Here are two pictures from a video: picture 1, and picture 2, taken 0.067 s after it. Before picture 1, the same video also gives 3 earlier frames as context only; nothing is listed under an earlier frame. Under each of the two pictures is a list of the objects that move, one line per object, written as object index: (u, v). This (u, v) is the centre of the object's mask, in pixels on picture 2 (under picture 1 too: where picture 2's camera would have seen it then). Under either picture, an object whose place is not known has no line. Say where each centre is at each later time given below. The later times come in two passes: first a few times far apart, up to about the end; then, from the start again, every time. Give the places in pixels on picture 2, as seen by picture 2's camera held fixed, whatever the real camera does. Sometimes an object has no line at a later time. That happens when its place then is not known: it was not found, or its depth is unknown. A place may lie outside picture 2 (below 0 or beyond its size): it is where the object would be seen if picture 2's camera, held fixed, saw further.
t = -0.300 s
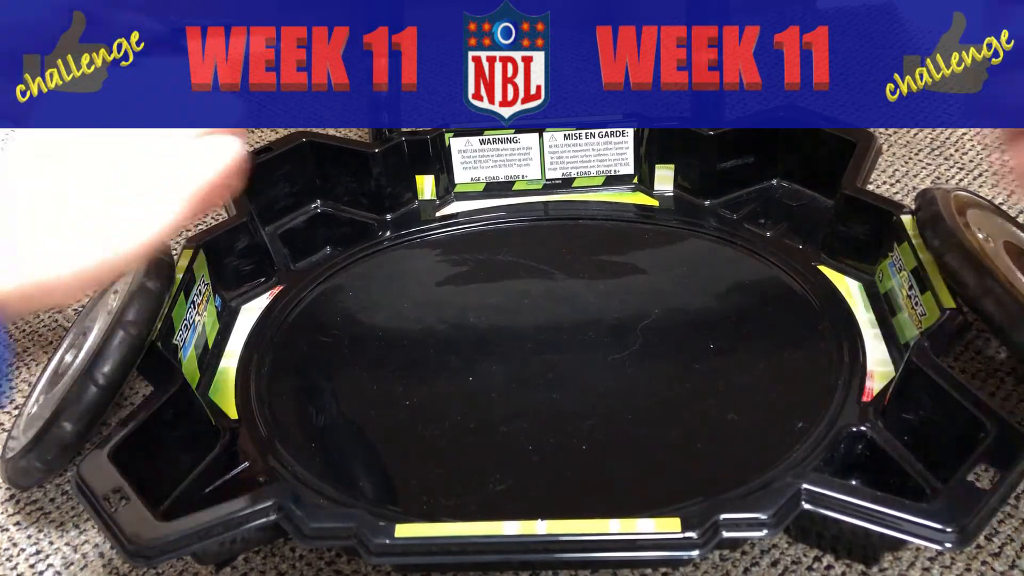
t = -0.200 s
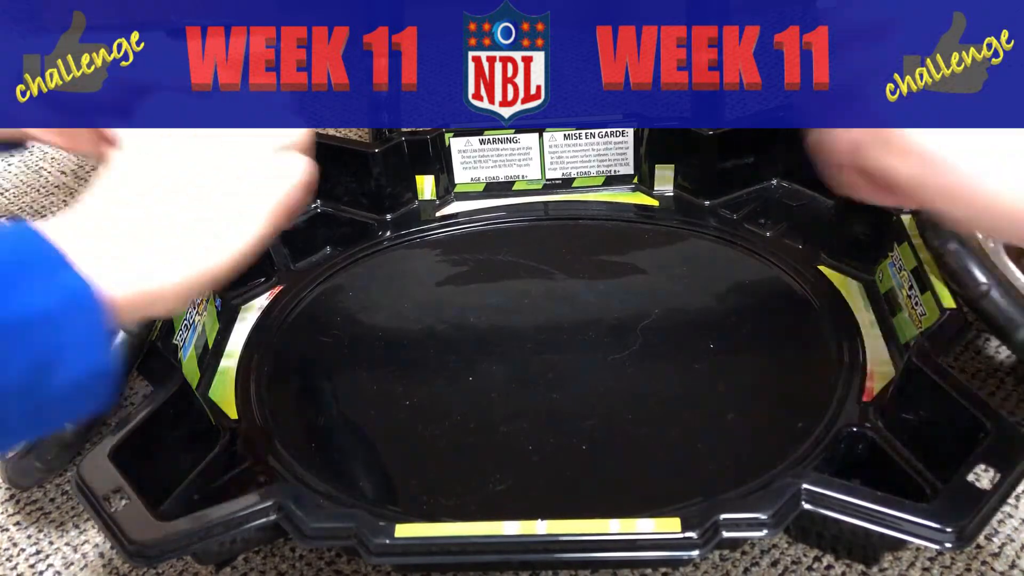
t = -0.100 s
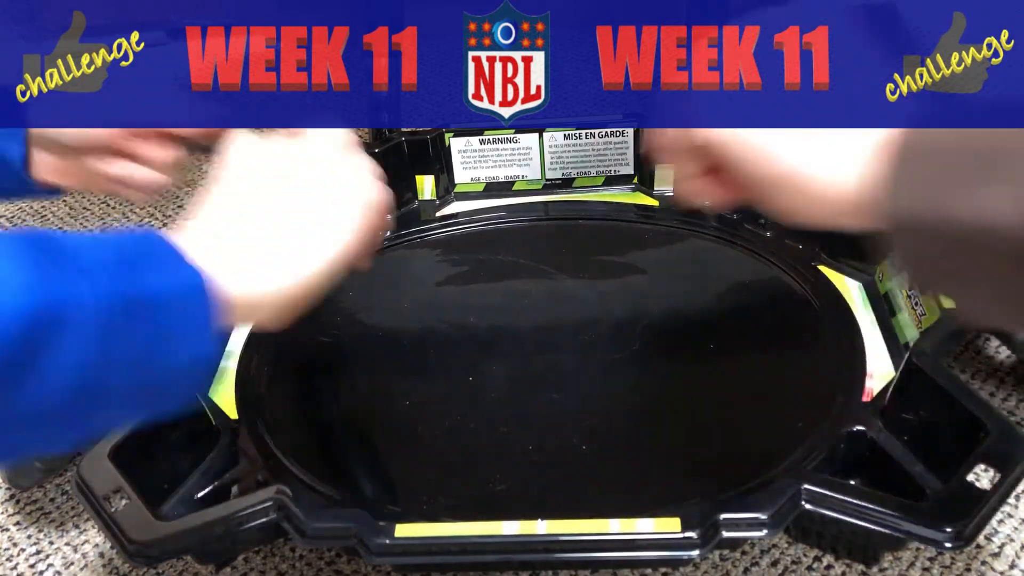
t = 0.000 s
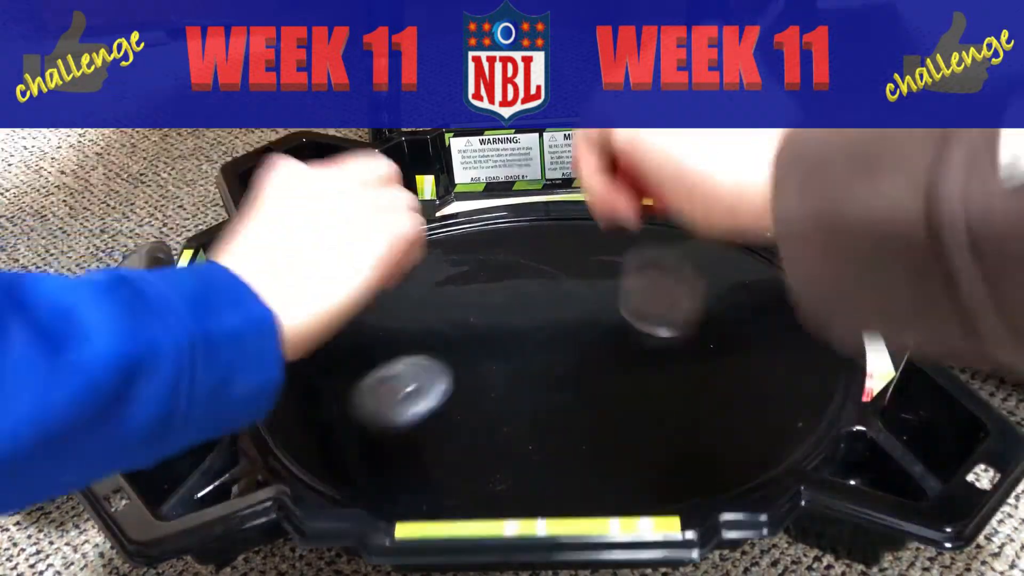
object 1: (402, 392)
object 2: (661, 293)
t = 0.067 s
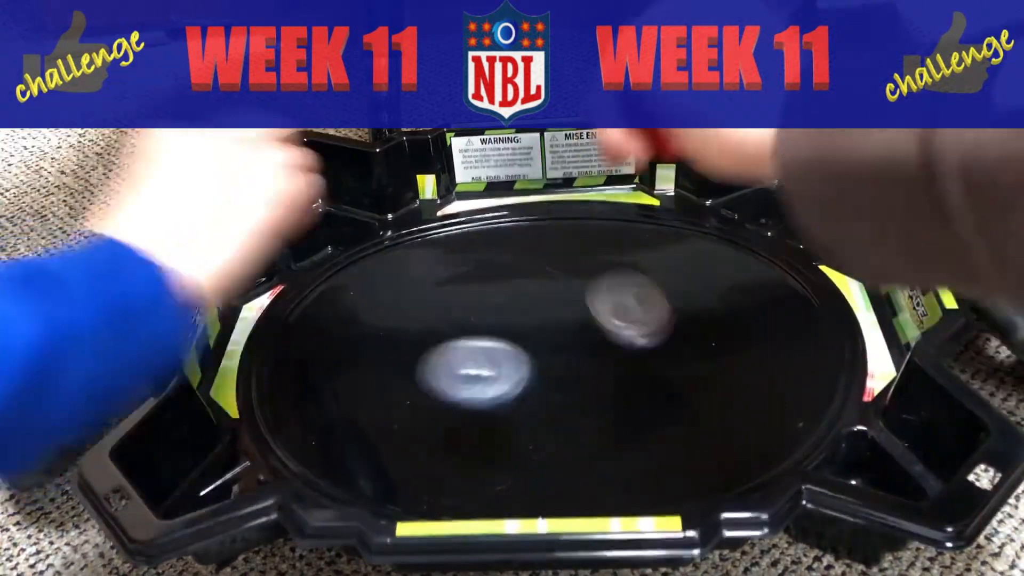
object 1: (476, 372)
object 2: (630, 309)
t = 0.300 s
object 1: (719, 340)
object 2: (531, 247)
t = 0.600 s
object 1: (486, 318)
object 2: (427, 227)
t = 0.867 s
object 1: (745, 389)
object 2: (428, 335)
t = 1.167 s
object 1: (616, 248)
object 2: (629, 361)
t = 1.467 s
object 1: (473, 439)
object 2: (731, 292)
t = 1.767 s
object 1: (768, 364)
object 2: (622, 294)
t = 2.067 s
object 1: (482, 284)
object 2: (547, 405)
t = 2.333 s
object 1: (357, 439)
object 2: (621, 437)
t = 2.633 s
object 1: (664, 384)
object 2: (597, 351)
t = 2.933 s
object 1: (480, 242)
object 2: (460, 324)
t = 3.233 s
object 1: (271, 351)
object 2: (400, 354)
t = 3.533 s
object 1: (549, 423)
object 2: (586, 340)
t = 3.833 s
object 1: (603, 294)
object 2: (630, 219)
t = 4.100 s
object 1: (485, 373)
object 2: (546, 262)
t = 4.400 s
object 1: (667, 348)
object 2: (577, 357)
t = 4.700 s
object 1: (504, 285)
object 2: (668, 391)
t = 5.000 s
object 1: (506, 411)
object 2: (700, 368)
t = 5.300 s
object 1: (628, 383)
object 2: (597, 308)
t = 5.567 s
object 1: (515, 353)
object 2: (494, 300)
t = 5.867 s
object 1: (472, 413)
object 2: (407, 327)
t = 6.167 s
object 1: (549, 324)
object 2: (493, 377)
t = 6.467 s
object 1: (408, 298)
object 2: (619, 334)
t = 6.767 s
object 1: (507, 377)
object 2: (618, 277)
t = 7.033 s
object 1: (638, 303)
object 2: (544, 321)
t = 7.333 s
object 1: (532, 271)
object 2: (570, 394)
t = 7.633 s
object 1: (549, 385)
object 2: (638, 382)
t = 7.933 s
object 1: (606, 382)
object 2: (665, 315)
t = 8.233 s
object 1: (472, 373)
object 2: (590, 269)
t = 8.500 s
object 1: (396, 410)
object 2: (506, 296)
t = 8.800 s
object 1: (457, 399)
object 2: (519, 334)
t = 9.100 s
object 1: (496, 338)
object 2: (584, 312)
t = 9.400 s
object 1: (446, 303)
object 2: (586, 323)
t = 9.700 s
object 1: (522, 334)
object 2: (606, 359)
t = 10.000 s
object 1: (569, 291)
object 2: (651, 358)
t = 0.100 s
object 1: (520, 383)
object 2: (610, 286)
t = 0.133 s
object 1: (566, 409)
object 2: (593, 280)
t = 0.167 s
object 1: (608, 415)
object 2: (576, 282)
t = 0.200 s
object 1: (646, 399)
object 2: (563, 269)
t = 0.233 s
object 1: (680, 389)
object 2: (550, 262)
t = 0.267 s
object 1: (704, 363)
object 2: (540, 254)
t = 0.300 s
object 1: (719, 340)
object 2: (531, 247)
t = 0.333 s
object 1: (719, 313)
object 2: (524, 240)
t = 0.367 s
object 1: (705, 288)
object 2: (518, 234)
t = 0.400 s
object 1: (678, 267)
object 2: (511, 230)
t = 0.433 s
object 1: (641, 254)
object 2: (505, 226)
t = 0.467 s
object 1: (599, 249)
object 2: (498, 223)
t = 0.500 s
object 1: (556, 250)
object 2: (489, 221)
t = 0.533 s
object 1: (525, 267)
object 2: (467, 213)
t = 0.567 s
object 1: (500, 291)
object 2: (445, 214)
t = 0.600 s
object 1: (486, 318)
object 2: (427, 227)
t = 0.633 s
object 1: (484, 347)
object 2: (412, 236)
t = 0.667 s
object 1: (496, 373)
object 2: (400, 247)
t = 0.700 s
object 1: (522, 395)
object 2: (394, 258)
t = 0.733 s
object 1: (559, 410)
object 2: (392, 272)
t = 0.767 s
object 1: (606, 419)
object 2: (394, 287)
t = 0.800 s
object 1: (656, 417)
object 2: (401, 304)
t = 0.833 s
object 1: (704, 407)
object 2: (412, 320)
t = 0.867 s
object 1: (745, 389)
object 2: (428, 335)
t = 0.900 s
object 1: (777, 366)
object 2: (447, 348)
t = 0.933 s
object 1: (795, 339)
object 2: (468, 358)
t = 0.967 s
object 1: (800, 311)
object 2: (491, 365)
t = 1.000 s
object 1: (790, 286)
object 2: (515, 369)
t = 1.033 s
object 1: (768, 265)
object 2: (539, 371)
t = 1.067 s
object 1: (736, 250)
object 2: (562, 371)
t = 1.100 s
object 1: (698, 244)
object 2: (586, 369)
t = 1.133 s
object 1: (658, 243)
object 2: (608, 366)
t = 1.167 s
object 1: (616, 248)
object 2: (629, 361)
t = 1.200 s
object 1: (575, 257)
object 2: (648, 355)
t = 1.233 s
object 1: (538, 271)
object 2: (665, 348)
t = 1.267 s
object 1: (504, 289)
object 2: (679, 340)
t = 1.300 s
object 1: (474, 311)
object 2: (691, 333)
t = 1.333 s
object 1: (453, 336)
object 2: (703, 325)
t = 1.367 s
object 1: (439, 363)
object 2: (712, 317)
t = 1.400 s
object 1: (439, 390)
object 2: (720, 310)
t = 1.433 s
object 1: (450, 416)
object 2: (727, 301)
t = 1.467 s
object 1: (473, 439)
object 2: (731, 292)
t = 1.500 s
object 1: (508, 455)
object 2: (731, 283)
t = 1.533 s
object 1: (550, 465)
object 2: (726, 276)
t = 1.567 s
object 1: (597, 469)
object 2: (718, 271)
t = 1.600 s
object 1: (644, 465)
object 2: (707, 269)
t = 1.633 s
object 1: (689, 455)
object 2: (693, 270)
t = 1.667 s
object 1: (727, 437)
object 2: (678, 272)
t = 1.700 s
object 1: (754, 415)
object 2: (660, 277)
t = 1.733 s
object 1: (768, 390)
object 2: (641, 284)
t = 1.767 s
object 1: (768, 364)
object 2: (622, 294)
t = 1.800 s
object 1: (757, 338)
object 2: (604, 306)
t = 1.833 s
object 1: (735, 316)
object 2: (588, 319)
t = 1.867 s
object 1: (707, 298)
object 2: (575, 332)
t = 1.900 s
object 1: (672, 285)
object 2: (565, 344)
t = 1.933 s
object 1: (635, 278)
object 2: (556, 357)
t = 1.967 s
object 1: (597, 274)
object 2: (550, 371)
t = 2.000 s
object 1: (559, 274)
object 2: (546, 384)
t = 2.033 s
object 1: (520, 278)
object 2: (545, 396)
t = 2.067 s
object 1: (482, 284)
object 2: (547, 405)
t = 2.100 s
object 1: (446, 293)
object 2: (550, 413)
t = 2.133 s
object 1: (413, 307)
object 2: (556, 420)
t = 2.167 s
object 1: (384, 324)
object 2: (562, 426)
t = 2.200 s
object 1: (360, 344)
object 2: (571, 430)
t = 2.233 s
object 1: (344, 367)
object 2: (582, 434)
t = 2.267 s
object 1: (338, 392)
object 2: (594, 437)
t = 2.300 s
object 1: (342, 417)
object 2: (606, 438)
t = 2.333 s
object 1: (357, 439)
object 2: (621, 437)
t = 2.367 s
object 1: (383, 456)
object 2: (635, 434)
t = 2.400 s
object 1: (419, 469)
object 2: (647, 426)
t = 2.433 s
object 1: (461, 474)
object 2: (654, 416)
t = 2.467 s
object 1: (507, 472)
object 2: (655, 406)
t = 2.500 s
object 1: (552, 464)
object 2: (652, 394)
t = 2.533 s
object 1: (592, 451)
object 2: (643, 381)
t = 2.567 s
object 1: (626, 433)
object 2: (629, 368)
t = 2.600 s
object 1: (652, 411)
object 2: (613, 358)
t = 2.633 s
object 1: (664, 384)
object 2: (597, 351)
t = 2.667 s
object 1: (667, 358)
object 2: (581, 344)
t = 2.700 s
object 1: (661, 333)
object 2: (564, 338)
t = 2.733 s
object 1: (648, 310)
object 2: (547, 334)
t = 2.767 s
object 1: (628, 290)
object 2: (534, 330)
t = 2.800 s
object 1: (603, 273)
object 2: (518, 327)
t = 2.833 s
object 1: (576, 261)
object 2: (501, 326)
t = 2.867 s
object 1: (545, 251)
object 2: (487, 325)
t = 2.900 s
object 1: (513, 245)
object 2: (474, 324)
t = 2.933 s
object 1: (480, 242)
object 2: (460, 324)
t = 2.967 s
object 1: (446, 241)
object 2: (447, 324)
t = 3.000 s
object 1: (413, 244)
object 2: (436, 324)
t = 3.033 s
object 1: (382, 251)
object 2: (423, 325)
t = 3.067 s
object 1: (355, 260)
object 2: (411, 327)
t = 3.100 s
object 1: (329, 273)
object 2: (400, 329)
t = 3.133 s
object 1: (311, 291)
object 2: (390, 332)
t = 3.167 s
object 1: (298, 312)
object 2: (379, 336)
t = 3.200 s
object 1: (287, 332)
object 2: (381, 343)
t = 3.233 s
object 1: (271, 351)
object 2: (400, 354)
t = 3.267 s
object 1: (279, 378)
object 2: (419, 360)
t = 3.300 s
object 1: (294, 404)
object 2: (441, 366)
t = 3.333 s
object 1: (318, 423)
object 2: (466, 369)
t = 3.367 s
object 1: (350, 437)
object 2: (489, 368)
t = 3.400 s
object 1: (388, 444)
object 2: (511, 366)
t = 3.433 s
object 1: (430, 446)
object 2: (533, 361)
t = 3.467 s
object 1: (472, 443)
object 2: (551, 354)
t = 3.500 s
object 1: (512, 436)
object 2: (568, 348)
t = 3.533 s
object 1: (549, 423)
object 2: (586, 340)
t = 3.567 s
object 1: (579, 407)
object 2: (600, 331)
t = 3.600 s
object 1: (604, 388)
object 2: (611, 322)
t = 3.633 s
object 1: (621, 369)
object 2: (620, 310)
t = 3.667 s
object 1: (632, 356)
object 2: (628, 291)
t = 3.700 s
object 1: (639, 341)
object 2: (633, 276)
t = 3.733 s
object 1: (641, 325)
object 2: (636, 261)
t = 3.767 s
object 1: (636, 308)
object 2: (635, 247)
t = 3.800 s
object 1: (622, 299)
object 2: (633, 234)
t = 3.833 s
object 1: (603, 294)
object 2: (630, 219)
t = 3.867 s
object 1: (580, 293)
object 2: (624, 209)
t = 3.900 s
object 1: (556, 296)
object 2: (615, 203)
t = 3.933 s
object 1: (533, 303)
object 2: (601, 211)
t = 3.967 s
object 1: (513, 314)
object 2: (589, 219)
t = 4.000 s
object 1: (497, 327)
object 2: (576, 228)
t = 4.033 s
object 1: (486, 342)
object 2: (565, 237)
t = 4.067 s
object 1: (481, 358)
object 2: (554, 248)
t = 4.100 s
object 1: (485, 373)
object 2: (546, 262)
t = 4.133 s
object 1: (497, 387)
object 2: (539, 274)
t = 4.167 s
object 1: (516, 398)
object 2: (534, 289)
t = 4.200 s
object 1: (542, 404)
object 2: (534, 301)
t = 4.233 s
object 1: (570, 406)
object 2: (535, 315)
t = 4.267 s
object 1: (598, 403)
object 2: (540, 326)
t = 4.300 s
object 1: (624, 394)
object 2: (546, 336)
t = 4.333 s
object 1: (645, 381)
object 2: (555, 345)
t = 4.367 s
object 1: (660, 364)
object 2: (564, 350)
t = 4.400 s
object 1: (667, 348)
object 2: (577, 357)
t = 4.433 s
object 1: (666, 332)
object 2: (588, 362)
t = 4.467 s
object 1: (658, 316)
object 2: (599, 368)
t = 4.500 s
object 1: (646, 302)
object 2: (607, 372)
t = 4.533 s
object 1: (629, 290)
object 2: (618, 376)
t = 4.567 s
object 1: (608, 281)
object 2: (627, 379)
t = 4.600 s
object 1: (583, 277)
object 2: (638, 383)
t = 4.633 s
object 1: (556, 276)
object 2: (648, 386)
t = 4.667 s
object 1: (529, 279)
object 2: (659, 389)
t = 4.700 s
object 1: (504, 285)
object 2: (668, 391)
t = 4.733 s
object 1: (480, 295)
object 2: (679, 394)
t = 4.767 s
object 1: (460, 308)
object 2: (689, 394)
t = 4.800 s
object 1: (444, 324)
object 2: (699, 394)
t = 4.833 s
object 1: (436, 342)
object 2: (708, 391)
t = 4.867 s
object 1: (435, 360)
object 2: (715, 388)
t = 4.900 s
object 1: (443, 378)
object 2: (716, 383)
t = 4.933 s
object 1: (458, 392)
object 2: (715, 378)
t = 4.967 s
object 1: (479, 403)
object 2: (708, 373)
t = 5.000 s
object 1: (506, 411)
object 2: (700, 368)
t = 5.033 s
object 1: (535, 413)
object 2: (687, 364)
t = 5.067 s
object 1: (566, 411)
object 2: (672, 360)
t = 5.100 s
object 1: (593, 405)
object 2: (654, 356)
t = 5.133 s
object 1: (607, 402)
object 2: (645, 346)
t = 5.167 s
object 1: (615, 403)
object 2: (638, 334)
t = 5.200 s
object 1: (622, 400)
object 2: (630, 323)
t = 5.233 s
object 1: (627, 396)
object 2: (620, 316)
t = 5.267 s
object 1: (630, 389)
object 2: (608, 311)
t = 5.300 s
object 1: (628, 383)
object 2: (597, 308)
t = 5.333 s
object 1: (623, 376)
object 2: (584, 306)
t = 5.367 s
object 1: (615, 370)
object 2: (572, 305)
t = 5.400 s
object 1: (603, 362)
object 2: (559, 304)
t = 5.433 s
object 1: (589, 356)
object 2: (545, 303)
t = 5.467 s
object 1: (573, 352)
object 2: (532, 302)
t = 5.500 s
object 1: (555, 351)
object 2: (518, 301)
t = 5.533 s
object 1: (535, 351)
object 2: (506, 300)
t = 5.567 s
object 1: (515, 353)
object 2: (494, 300)
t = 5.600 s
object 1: (494, 356)
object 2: (483, 300)
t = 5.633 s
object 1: (477, 361)
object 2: (471, 301)
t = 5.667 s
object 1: (463, 368)
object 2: (459, 303)
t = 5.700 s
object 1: (452, 375)
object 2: (449, 305)
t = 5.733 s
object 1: (445, 384)
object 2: (438, 308)
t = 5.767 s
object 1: (443, 393)
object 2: (430, 311)
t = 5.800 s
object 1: (447, 402)
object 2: (421, 315)
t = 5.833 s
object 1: (457, 408)
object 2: (413, 320)
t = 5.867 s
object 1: (472, 413)
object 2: (407, 327)
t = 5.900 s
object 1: (491, 413)
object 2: (404, 335)
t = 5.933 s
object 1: (509, 409)
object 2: (404, 342)
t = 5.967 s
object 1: (528, 402)
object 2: (407, 351)
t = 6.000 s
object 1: (542, 391)
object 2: (416, 358)
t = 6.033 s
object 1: (553, 378)
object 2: (428, 366)
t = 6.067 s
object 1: (558, 364)
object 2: (441, 371)
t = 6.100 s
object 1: (559, 350)
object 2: (458, 374)
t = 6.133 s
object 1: (555, 337)
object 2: (475, 378)
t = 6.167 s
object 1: (549, 324)
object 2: (493, 377)
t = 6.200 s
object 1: (539, 312)
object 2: (511, 376)
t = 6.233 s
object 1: (527, 303)
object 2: (528, 374)
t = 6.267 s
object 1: (511, 295)
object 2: (545, 370)
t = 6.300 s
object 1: (494, 289)
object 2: (561, 366)
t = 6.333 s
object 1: (476, 285)
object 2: (575, 360)
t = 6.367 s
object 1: (458, 283)
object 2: (589, 354)
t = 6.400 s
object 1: (439, 285)
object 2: (600, 349)
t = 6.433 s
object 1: (422, 290)
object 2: (610, 341)
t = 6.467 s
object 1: (408, 298)
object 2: (619, 334)
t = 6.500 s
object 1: (397, 309)
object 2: (625, 327)
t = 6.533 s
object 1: (392, 322)
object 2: (630, 318)
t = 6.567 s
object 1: (394, 335)
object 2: (634, 311)
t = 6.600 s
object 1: (402, 349)
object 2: (636, 304)
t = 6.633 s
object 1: (417, 360)
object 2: (636, 296)
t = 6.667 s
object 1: (436, 369)
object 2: (635, 290)
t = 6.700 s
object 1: (458, 375)
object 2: (632, 284)
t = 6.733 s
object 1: (482, 378)
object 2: (625, 280)
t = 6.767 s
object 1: (507, 377)
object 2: (618, 277)
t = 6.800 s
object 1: (531, 375)
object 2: (609, 276)
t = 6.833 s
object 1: (554, 369)
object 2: (599, 277)
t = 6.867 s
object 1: (575, 362)
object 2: (589, 280)
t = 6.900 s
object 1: (594, 352)
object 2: (578, 284)
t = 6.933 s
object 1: (610, 341)
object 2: (566, 291)
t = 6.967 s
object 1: (623, 329)
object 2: (557, 299)
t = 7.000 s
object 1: (632, 316)
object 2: (551, 310)
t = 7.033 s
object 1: (638, 303)
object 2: (544, 321)
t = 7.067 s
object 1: (639, 289)
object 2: (541, 331)
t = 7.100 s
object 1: (636, 276)
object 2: (540, 342)
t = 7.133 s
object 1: (628, 265)
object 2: (541, 352)
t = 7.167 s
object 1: (616, 257)
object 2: (543, 360)
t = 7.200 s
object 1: (601, 252)
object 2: (546, 370)
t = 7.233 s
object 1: (584, 252)
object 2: (549, 378)
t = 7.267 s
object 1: (565, 254)
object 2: (555, 384)
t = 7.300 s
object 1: (548, 261)
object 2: (562, 390)
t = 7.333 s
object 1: (532, 271)
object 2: (570, 394)
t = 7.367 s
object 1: (519, 283)
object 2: (578, 398)
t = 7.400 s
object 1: (509, 298)
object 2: (588, 401)
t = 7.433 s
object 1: (505, 312)
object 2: (597, 402)
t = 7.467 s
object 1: (504, 327)
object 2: (607, 402)
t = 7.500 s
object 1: (507, 342)
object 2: (616, 400)
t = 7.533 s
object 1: (514, 355)
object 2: (625, 397)
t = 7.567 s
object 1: (523, 366)
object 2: (632, 393)
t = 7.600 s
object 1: (535, 377)
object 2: (636, 388)
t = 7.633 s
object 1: (549, 385)
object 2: (638, 382)
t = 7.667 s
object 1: (552, 390)
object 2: (653, 376)
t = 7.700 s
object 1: (556, 395)
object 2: (668, 369)
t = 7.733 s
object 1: (562, 399)
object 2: (677, 362)
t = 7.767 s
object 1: (571, 402)
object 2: (683, 354)
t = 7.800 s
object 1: (582, 403)
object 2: (685, 346)
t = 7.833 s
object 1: (593, 401)
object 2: (684, 337)
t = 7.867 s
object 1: (601, 397)
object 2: (680, 328)
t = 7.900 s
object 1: (605, 390)
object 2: (674, 320)
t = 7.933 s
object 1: (606, 382)
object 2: (665, 315)
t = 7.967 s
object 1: (604, 373)
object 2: (654, 309)
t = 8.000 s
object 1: (598, 364)
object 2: (642, 305)
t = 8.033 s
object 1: (590, 356)
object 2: (628, 302)
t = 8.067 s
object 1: (570, 352)
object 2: (621, 296)
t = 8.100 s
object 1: (546, 358)
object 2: (620, 286)
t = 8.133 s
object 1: (525, 362)
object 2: (615, 280)
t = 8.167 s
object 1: (506, 365)
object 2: (608, 276)
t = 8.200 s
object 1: (489, 369)
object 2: (600, 272)
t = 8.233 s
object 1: (472, 373)
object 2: (590, 269)
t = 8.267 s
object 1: (456, 377)
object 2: (580, 267)
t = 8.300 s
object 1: (440, 381)
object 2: (569, 267)
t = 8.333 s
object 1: (426, 385)
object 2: (558, 268)
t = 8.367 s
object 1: (413, 390)
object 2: (547, 271)
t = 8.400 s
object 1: (403, 395)
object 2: (535, 276)
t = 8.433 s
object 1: (395, 401)
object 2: (525, 282)
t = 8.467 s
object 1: (393, 406)
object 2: (515, 289)
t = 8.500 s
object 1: (396, 410)
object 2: (506, 296)
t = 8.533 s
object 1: (402, 411)
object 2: (499, 304)
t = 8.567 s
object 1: (413, 410)
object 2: (493, 312)
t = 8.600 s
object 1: (425, 407)
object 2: (488, 321)
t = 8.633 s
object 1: (437, 401)
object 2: (485, 330)
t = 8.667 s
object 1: (449, 394)
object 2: (484, 339)
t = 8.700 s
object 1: (451, 394)
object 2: (491, 339)
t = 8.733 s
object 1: (451, 397)
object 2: (501, 336)
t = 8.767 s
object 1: (452, 399)
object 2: (511, 334)
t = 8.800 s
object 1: (457, 399)
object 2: (519, 334)
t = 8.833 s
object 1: (462, 397)
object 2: (528, 332)
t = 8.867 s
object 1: (468, 394)
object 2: (538, 330)
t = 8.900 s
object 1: (477, 389)
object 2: (548, 327)
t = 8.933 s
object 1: (483, 382)
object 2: (557, 325)
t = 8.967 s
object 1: (489, 375)
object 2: (564, 322)
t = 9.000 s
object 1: (494, 366)
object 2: (570, 320)
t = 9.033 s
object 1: (496, 357)
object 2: (575, 317)
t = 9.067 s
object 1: (497, 347)
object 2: (580, 314)
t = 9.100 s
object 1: (496, 338)
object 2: (584, 312)
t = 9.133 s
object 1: (492, 330)
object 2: (586, 310)
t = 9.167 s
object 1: (487, 322)
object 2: (588, 309)
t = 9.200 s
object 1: (482, 314)
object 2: (588, 309)
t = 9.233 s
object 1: (475, 308)
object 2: (589, 309)
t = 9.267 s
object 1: (468, 303)
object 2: (588, 310)
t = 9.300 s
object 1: (461, 299)
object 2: (588, 312)
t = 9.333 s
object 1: (454, 298)
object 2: (587, 315)
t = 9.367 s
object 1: (449, 300)
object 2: (586, 319)
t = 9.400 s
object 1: (446, 303)
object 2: (586, 323)
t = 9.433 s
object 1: (445, 306)
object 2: (586, 328)
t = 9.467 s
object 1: (447, 311)
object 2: (586, 332)
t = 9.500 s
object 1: (451, 315)
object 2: (587, 337)
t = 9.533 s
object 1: (459, 321)
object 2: (588, 342)
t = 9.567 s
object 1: (469, 326)
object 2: (591, 347)
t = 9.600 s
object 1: (481, 330)
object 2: (594, 351)
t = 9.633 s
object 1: (495, 333)
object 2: (598, 355)
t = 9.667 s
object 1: (509, 335)
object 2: (602, 357)
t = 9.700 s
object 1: (522, 334)
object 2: (606, 359)
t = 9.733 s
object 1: (537, 332)
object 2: (611, 361)
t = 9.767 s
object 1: (549, 328)
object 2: (618, 363)
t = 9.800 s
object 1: (559, 323)
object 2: (627, 366)
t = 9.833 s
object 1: (566, 318)
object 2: (634, 367)
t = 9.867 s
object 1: (571, 311)
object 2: (640, 367)
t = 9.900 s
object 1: (573, 304)
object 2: (645, 366)
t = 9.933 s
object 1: (574, 298)
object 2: (650, 364)
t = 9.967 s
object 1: (572, 293)
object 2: (651, 361)
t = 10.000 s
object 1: (569, 291)
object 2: (651, 358)
